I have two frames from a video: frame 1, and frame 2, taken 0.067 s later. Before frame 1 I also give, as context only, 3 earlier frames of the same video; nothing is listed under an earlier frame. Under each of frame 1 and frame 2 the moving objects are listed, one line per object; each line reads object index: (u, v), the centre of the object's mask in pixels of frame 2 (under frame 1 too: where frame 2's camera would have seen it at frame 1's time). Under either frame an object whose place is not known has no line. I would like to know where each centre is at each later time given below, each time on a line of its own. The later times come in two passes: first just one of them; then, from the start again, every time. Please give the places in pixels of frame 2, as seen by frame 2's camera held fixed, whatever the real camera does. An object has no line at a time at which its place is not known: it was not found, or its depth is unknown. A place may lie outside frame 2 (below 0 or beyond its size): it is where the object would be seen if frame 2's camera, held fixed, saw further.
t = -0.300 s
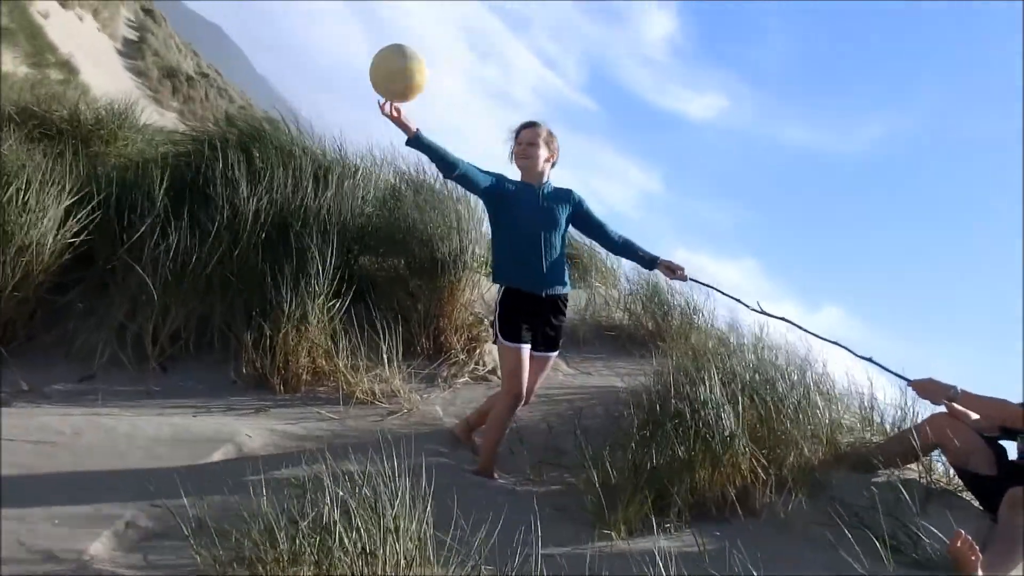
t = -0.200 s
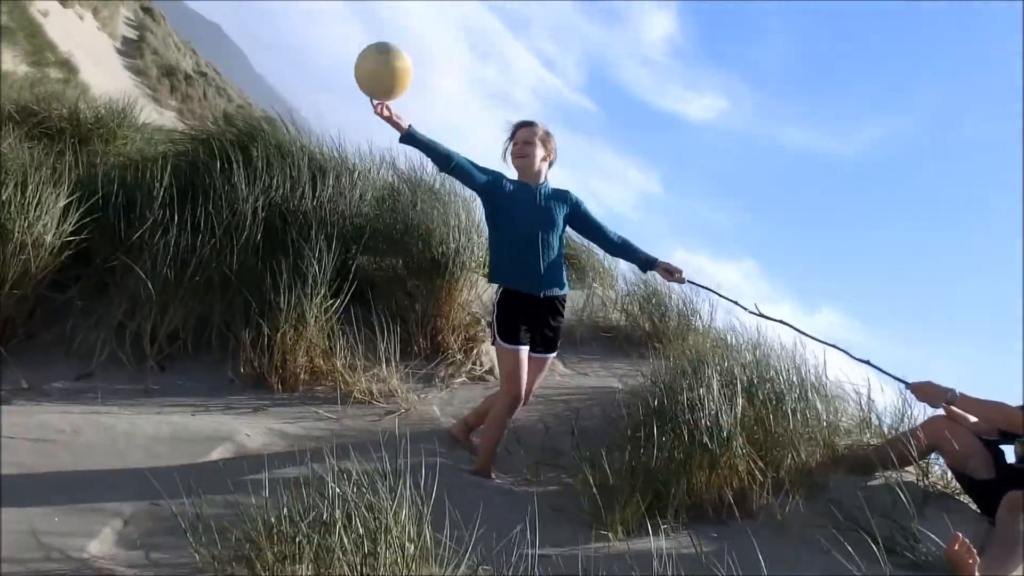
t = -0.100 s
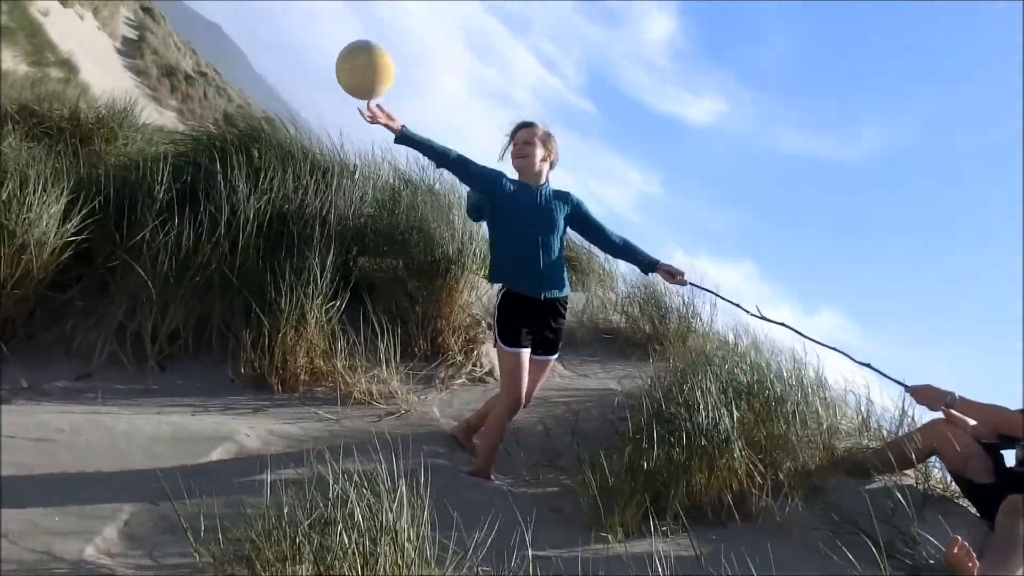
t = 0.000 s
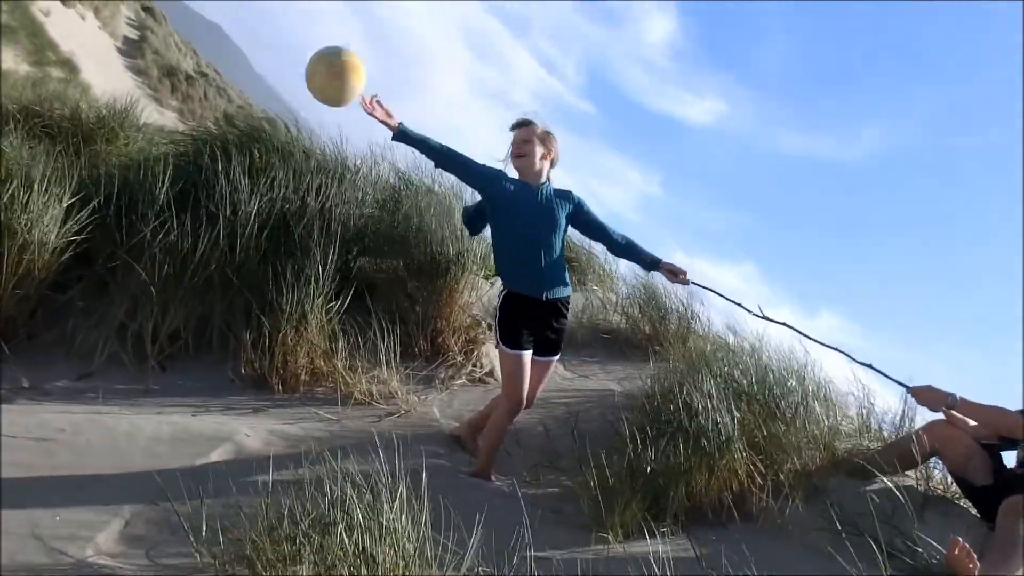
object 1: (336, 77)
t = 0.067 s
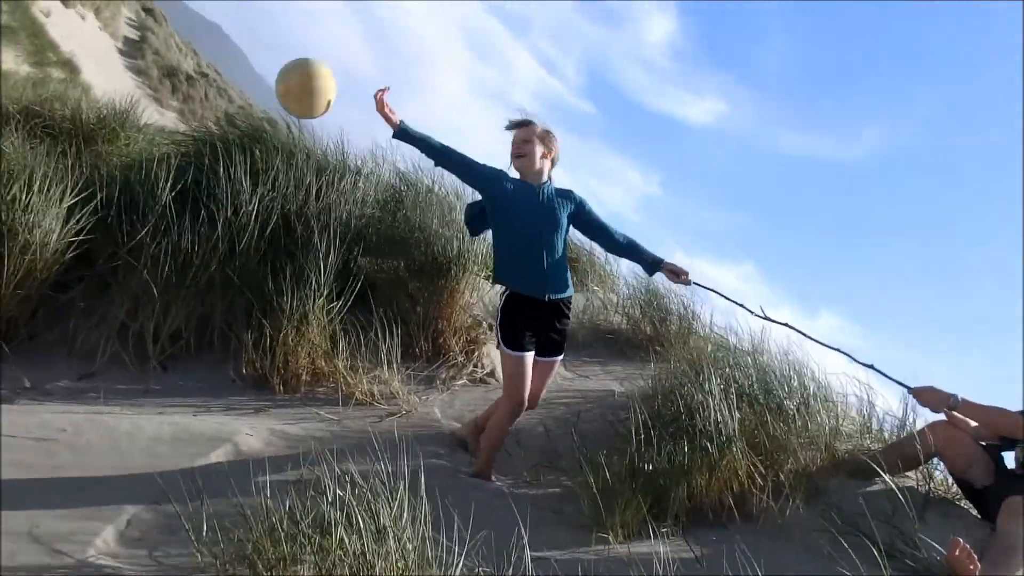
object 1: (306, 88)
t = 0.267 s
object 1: (159, 186)
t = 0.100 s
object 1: (288, 97)
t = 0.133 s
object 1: (267, 110)
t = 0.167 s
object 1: (243, 125)
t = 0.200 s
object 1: (217, 142)
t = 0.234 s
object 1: (189, 163)
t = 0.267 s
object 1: (159, 186)
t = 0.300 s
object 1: (126, 213)
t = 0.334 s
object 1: (91, 242)
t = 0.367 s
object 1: (54, 275)
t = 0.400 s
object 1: (24, 309)
